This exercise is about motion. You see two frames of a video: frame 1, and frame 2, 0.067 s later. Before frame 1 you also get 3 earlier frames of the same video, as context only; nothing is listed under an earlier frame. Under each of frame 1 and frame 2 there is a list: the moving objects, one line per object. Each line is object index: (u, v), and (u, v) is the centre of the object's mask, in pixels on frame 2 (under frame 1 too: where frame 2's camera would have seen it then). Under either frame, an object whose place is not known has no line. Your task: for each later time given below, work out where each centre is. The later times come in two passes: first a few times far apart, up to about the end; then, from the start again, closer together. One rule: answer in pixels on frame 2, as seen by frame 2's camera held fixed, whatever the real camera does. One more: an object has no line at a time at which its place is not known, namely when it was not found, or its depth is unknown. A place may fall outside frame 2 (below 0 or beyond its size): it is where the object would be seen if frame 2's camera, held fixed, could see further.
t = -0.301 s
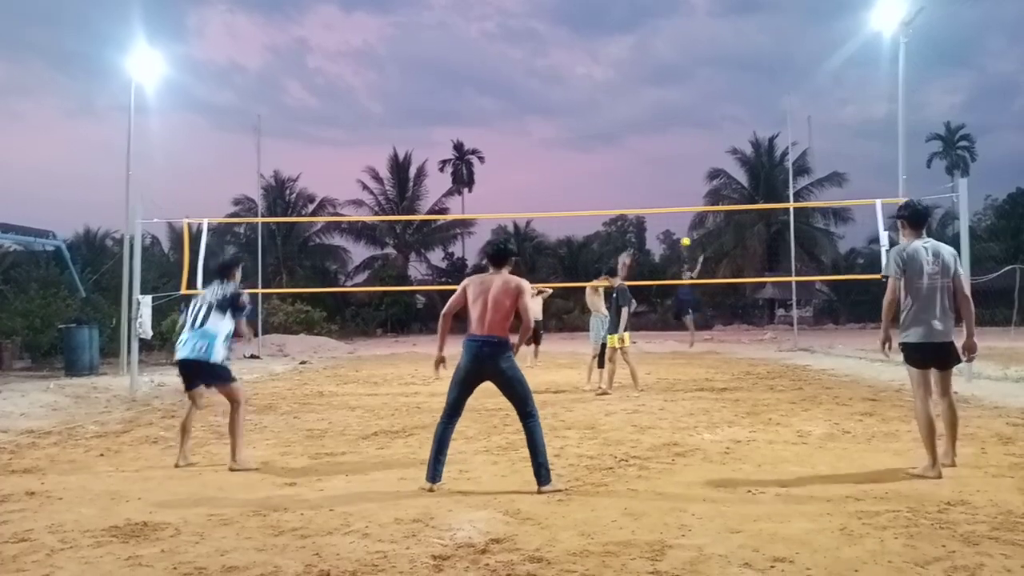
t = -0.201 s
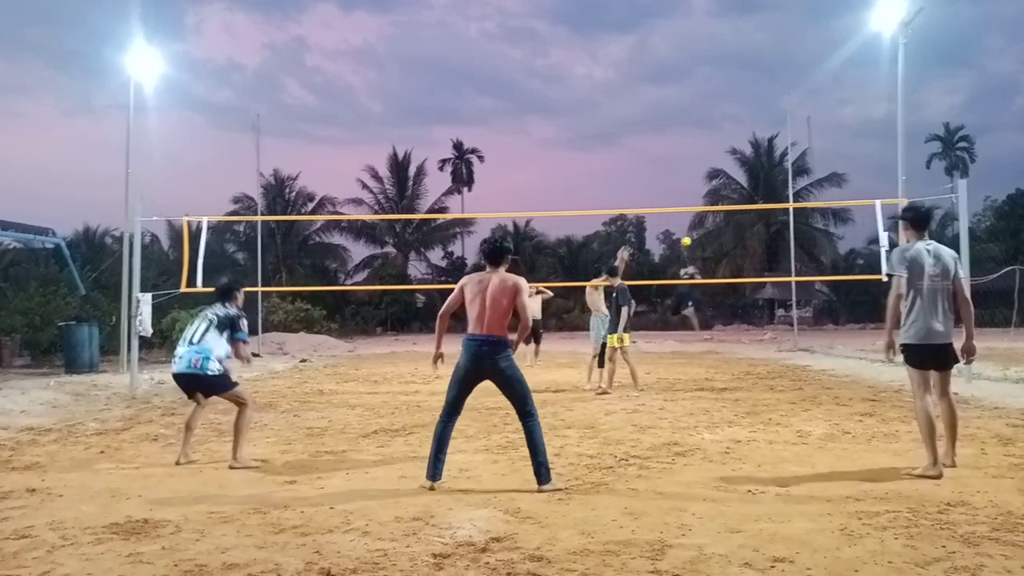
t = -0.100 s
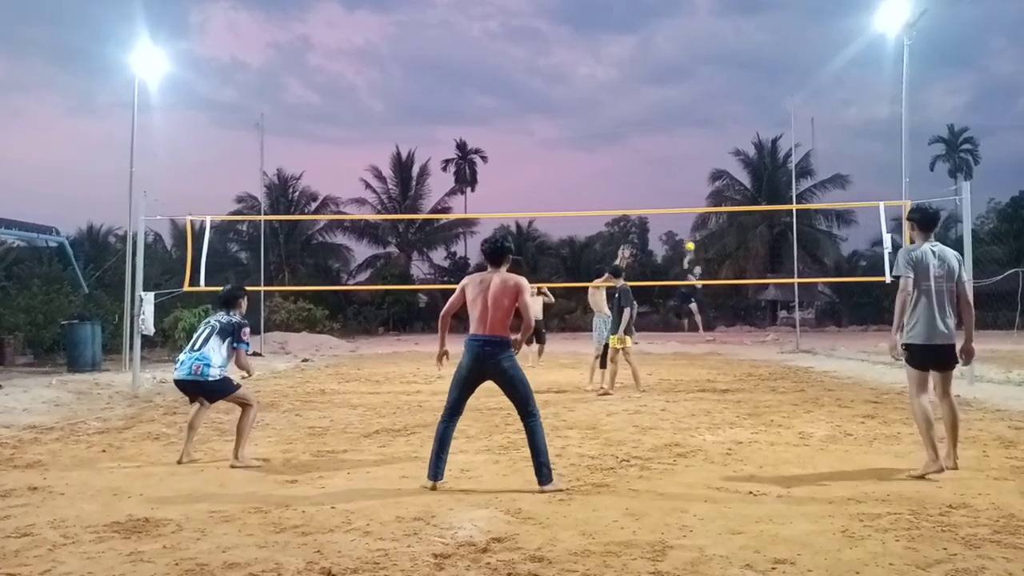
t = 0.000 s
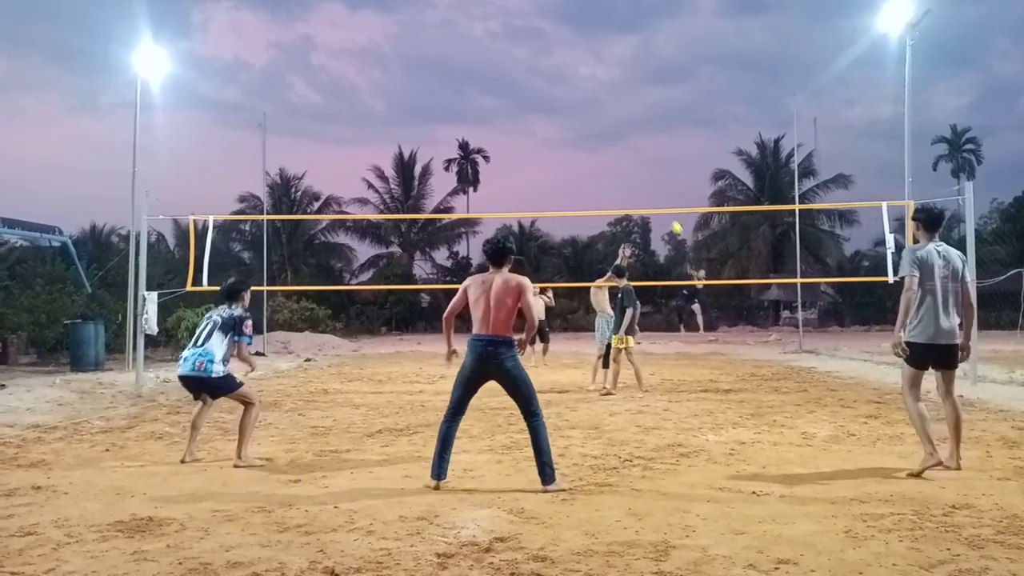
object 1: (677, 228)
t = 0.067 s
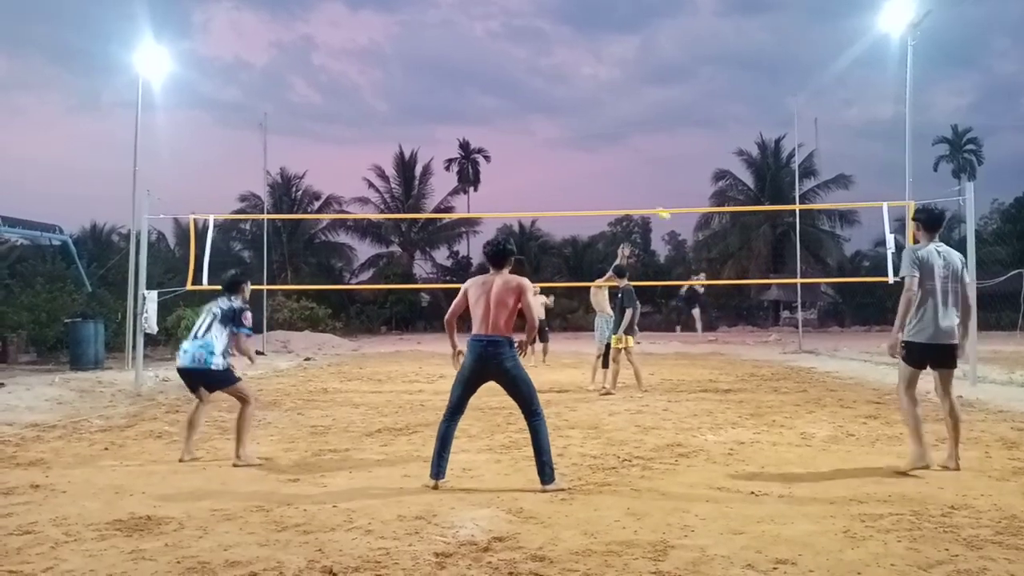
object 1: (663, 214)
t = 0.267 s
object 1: (604, 182)
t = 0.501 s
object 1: (504, 178)
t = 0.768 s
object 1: (310, 256)
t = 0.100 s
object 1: (653, 205)
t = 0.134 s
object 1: (645, 201)
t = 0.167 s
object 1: (636, 195)
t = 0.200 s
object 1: (626, 191)
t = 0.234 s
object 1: (615, 186)
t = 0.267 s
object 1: (604, 182)
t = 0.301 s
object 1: (592, 179)
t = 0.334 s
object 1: (579, 176)
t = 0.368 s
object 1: (565, 175)
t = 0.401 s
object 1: (551, 175)
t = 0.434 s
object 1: (536, 175)
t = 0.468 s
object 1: (521, 176)
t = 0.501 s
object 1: (504, 178)
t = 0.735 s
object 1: (343, 238)
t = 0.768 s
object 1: (310, 256)
